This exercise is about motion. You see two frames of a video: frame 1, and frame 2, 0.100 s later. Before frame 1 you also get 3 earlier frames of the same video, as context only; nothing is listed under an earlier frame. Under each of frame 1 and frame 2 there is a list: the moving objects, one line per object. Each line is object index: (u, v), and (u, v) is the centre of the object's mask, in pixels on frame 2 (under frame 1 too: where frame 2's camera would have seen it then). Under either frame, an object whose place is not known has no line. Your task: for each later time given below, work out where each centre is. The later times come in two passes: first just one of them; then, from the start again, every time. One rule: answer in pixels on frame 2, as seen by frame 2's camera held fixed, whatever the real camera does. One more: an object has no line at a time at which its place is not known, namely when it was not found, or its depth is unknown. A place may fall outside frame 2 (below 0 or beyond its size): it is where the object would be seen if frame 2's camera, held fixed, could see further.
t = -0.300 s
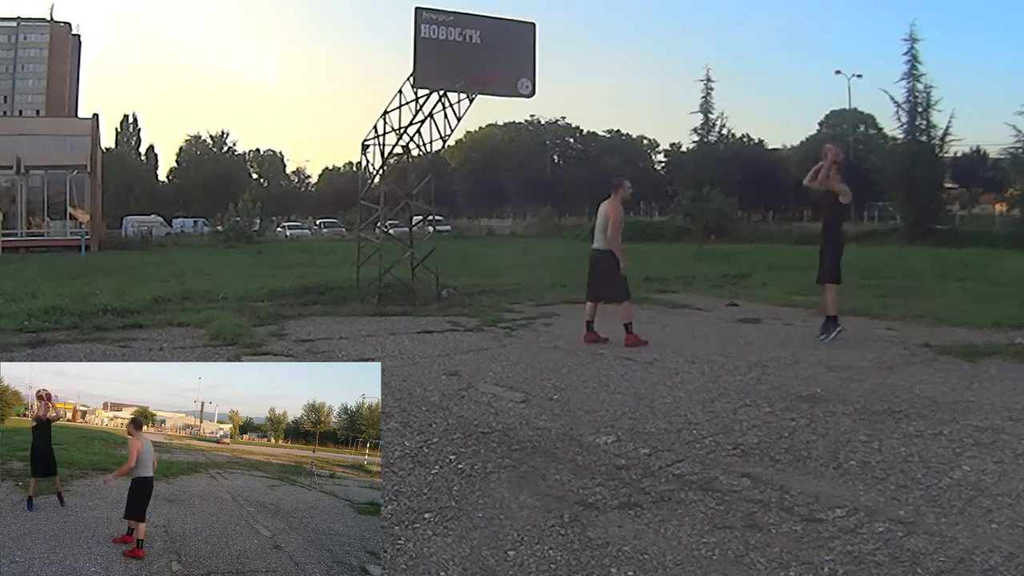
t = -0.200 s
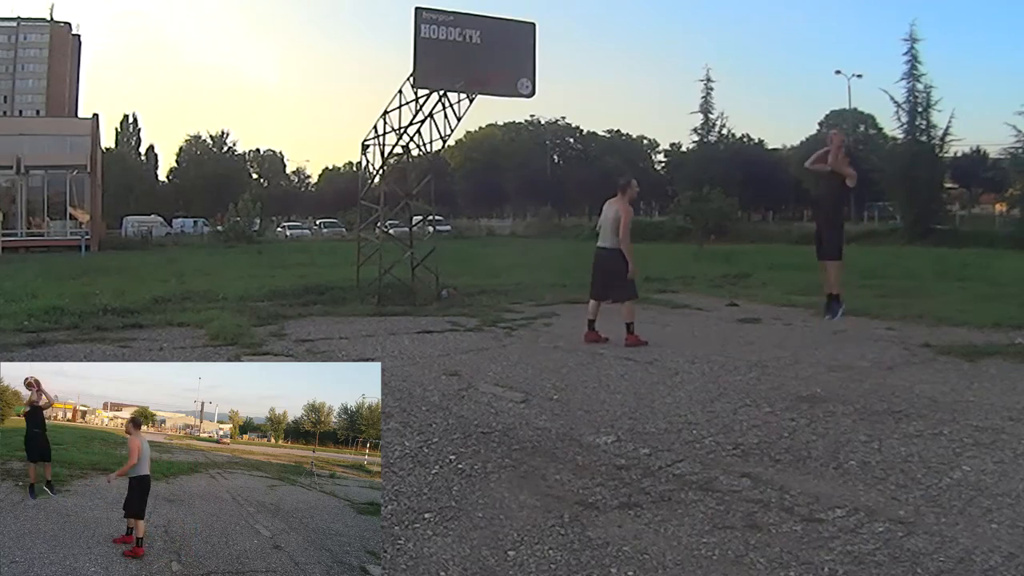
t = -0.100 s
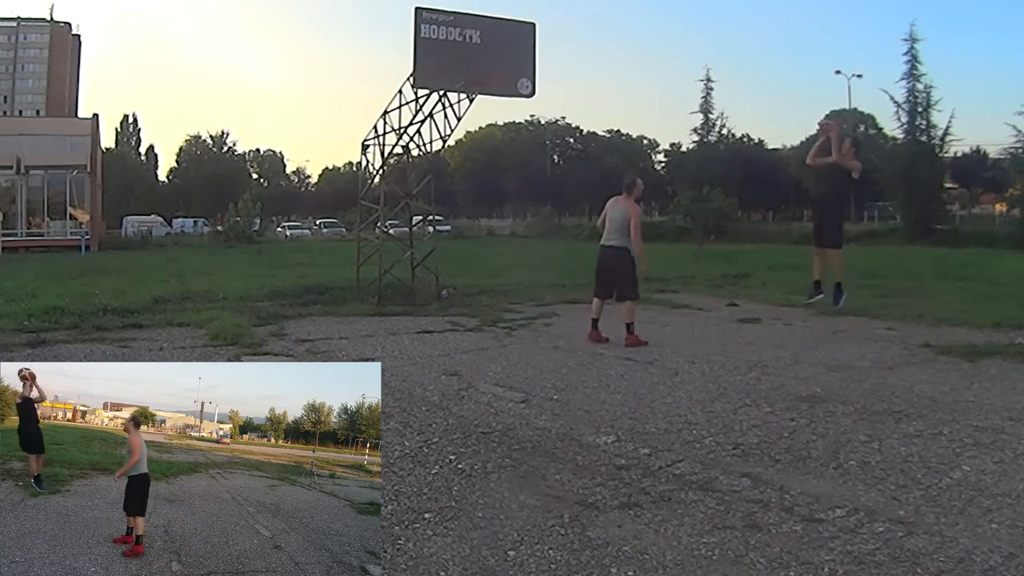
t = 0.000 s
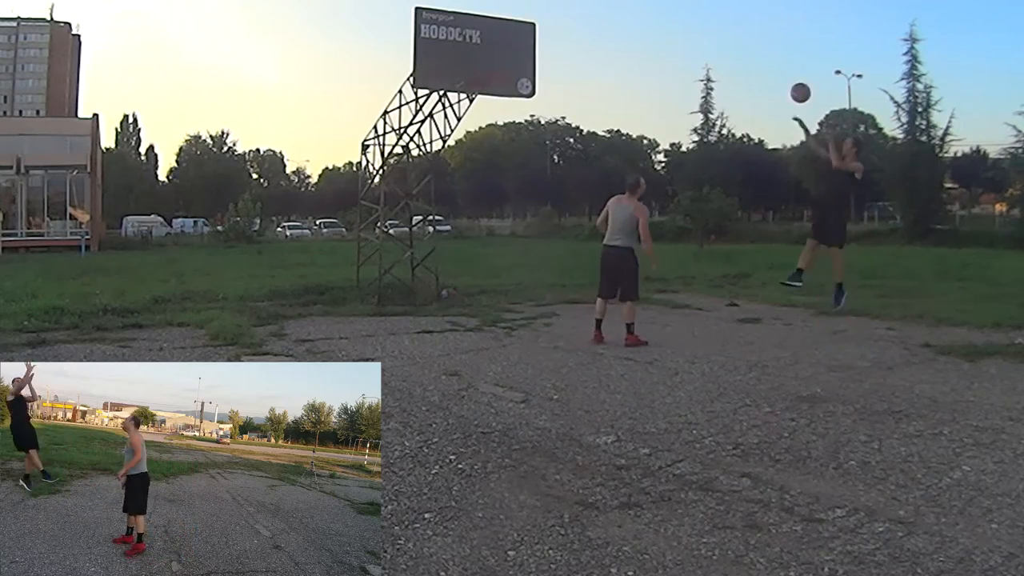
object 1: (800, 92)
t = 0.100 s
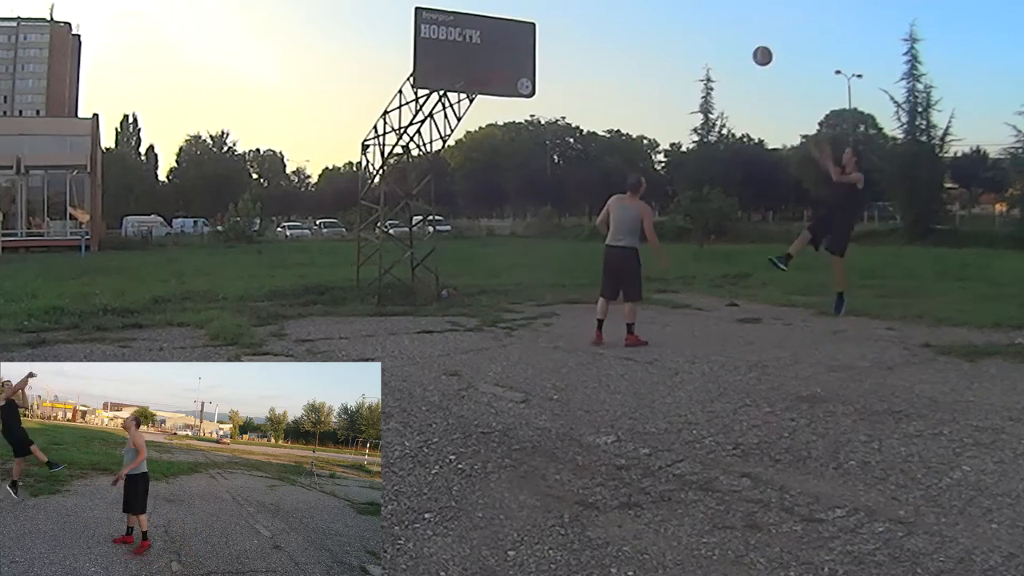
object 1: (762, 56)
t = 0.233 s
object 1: (713, 22)
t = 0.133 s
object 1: (749, 46)
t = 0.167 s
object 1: (737, 37)
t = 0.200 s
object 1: (725, 29)
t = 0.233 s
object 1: (713, 22)
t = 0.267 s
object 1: (700, 16)
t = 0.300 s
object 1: (688, 10)
